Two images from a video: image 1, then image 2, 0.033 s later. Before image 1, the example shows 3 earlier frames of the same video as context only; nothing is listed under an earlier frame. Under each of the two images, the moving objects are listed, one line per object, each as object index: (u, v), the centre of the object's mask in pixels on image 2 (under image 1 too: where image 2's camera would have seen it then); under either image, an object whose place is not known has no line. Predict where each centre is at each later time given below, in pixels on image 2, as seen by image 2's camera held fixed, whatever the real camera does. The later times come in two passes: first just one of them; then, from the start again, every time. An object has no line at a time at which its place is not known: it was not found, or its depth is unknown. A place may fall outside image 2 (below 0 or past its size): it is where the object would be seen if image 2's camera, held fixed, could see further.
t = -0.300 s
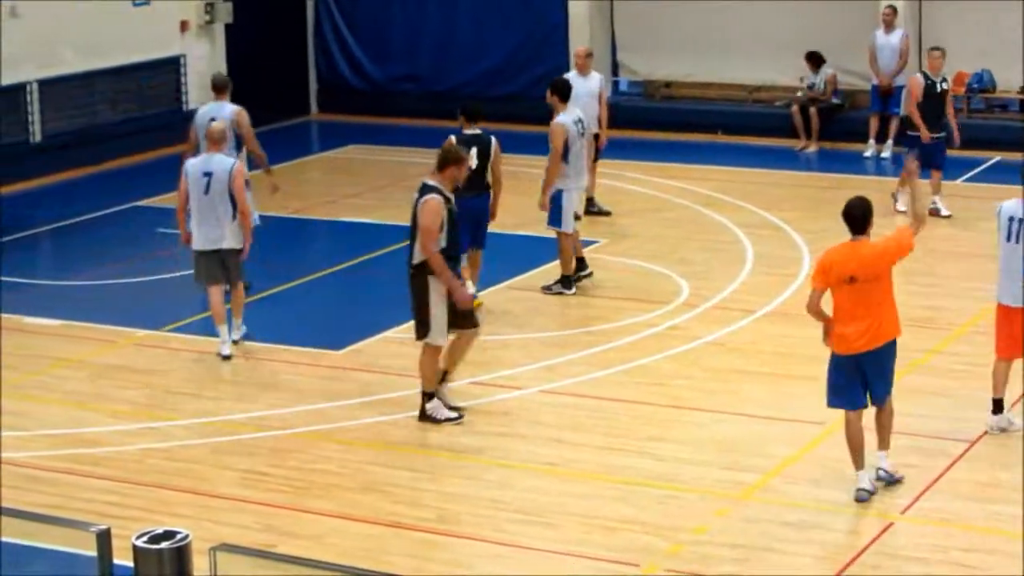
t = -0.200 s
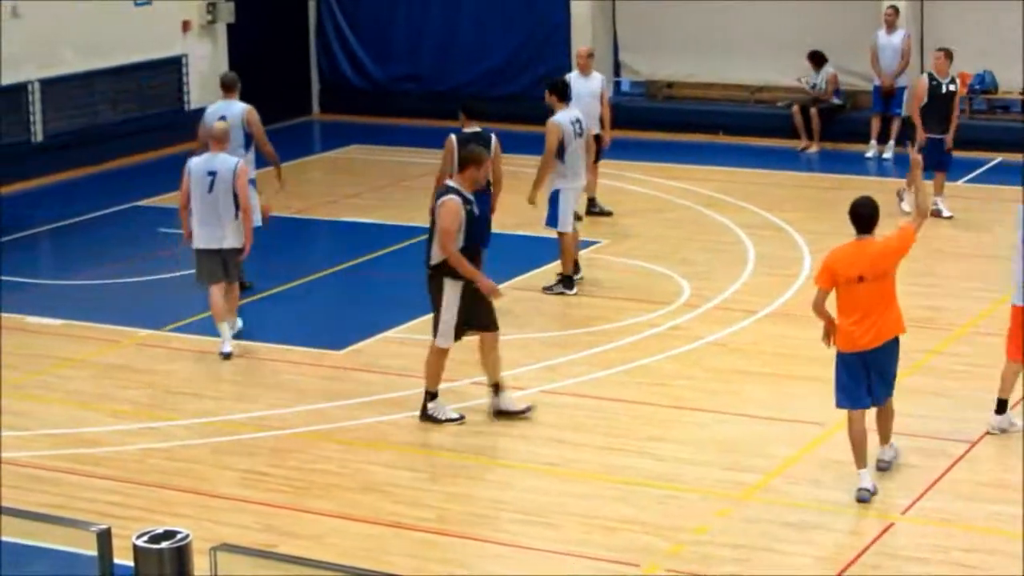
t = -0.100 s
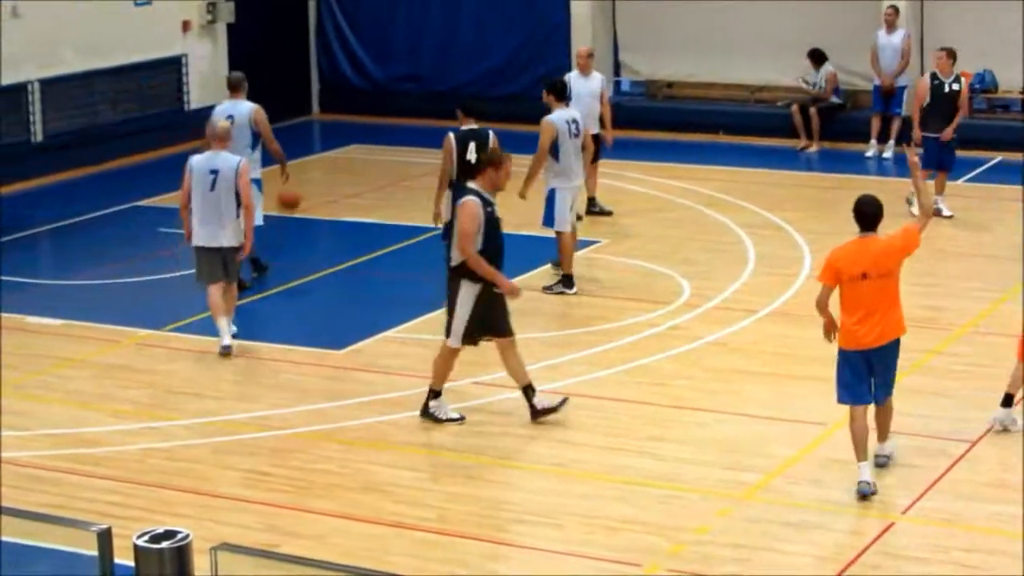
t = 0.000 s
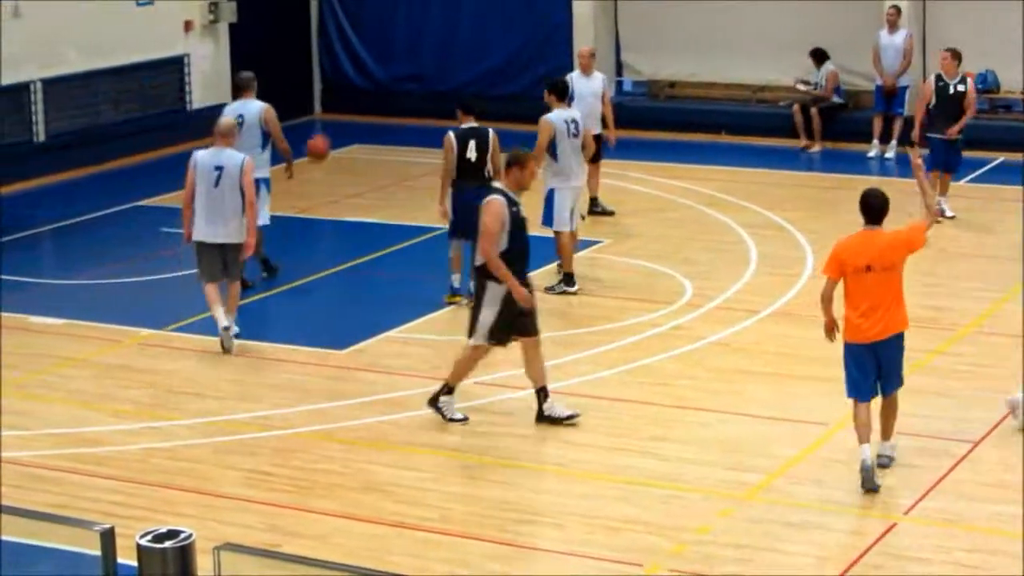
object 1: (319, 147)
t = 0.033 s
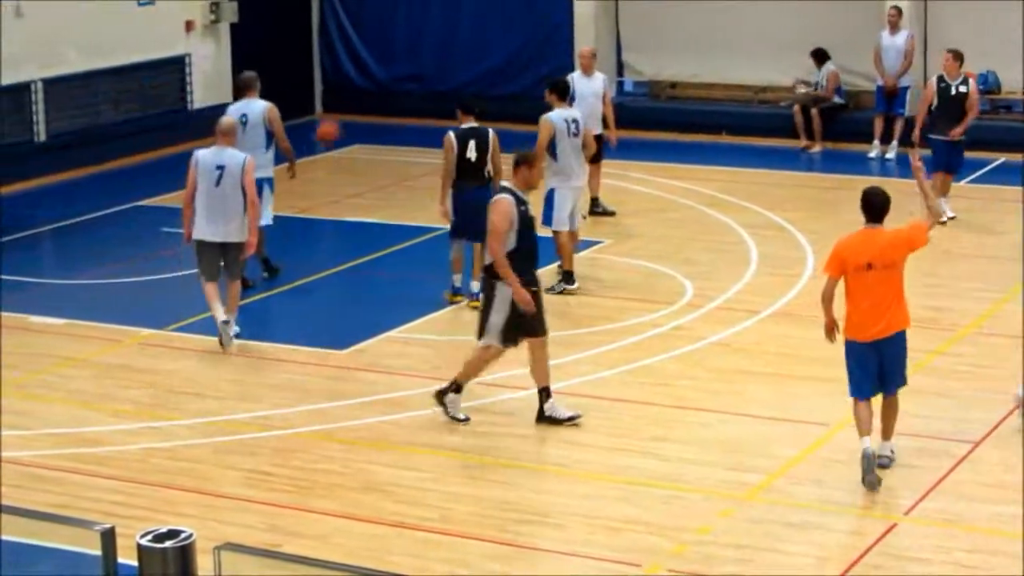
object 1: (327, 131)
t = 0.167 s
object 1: (365, 85)
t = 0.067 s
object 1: (336, 118)
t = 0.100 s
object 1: (346, 105)
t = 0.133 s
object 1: (356, 95)
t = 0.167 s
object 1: (365, 85)
